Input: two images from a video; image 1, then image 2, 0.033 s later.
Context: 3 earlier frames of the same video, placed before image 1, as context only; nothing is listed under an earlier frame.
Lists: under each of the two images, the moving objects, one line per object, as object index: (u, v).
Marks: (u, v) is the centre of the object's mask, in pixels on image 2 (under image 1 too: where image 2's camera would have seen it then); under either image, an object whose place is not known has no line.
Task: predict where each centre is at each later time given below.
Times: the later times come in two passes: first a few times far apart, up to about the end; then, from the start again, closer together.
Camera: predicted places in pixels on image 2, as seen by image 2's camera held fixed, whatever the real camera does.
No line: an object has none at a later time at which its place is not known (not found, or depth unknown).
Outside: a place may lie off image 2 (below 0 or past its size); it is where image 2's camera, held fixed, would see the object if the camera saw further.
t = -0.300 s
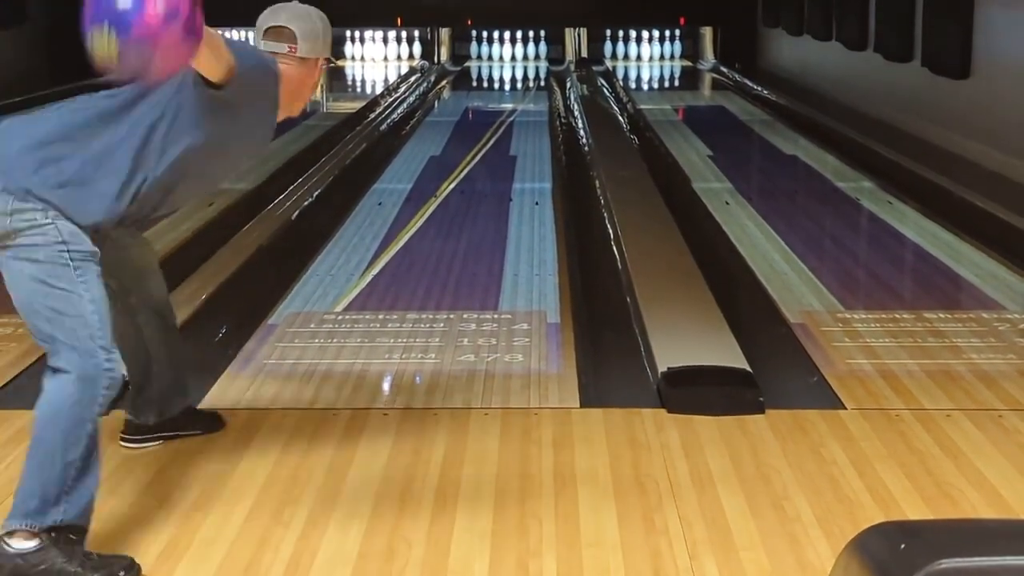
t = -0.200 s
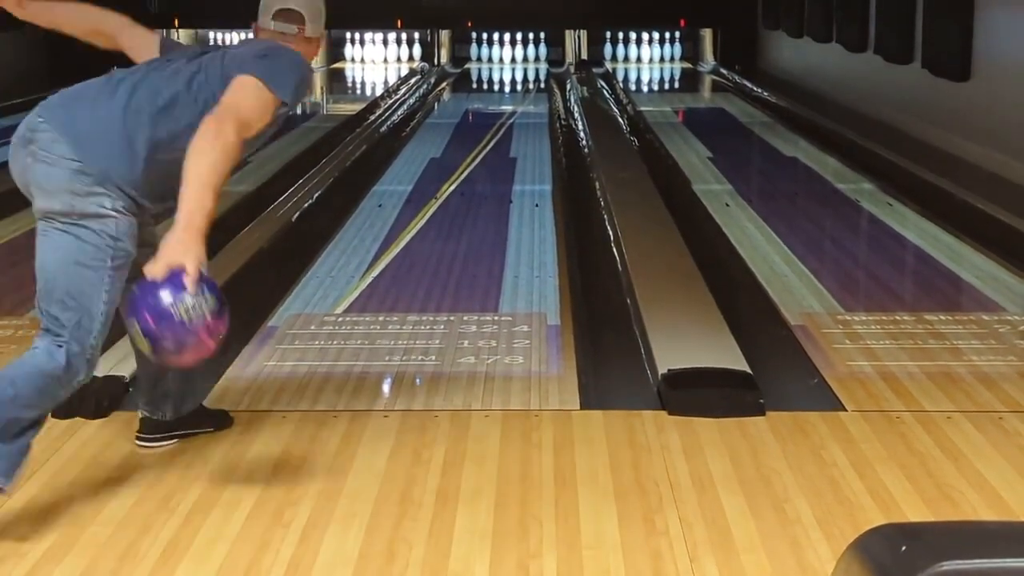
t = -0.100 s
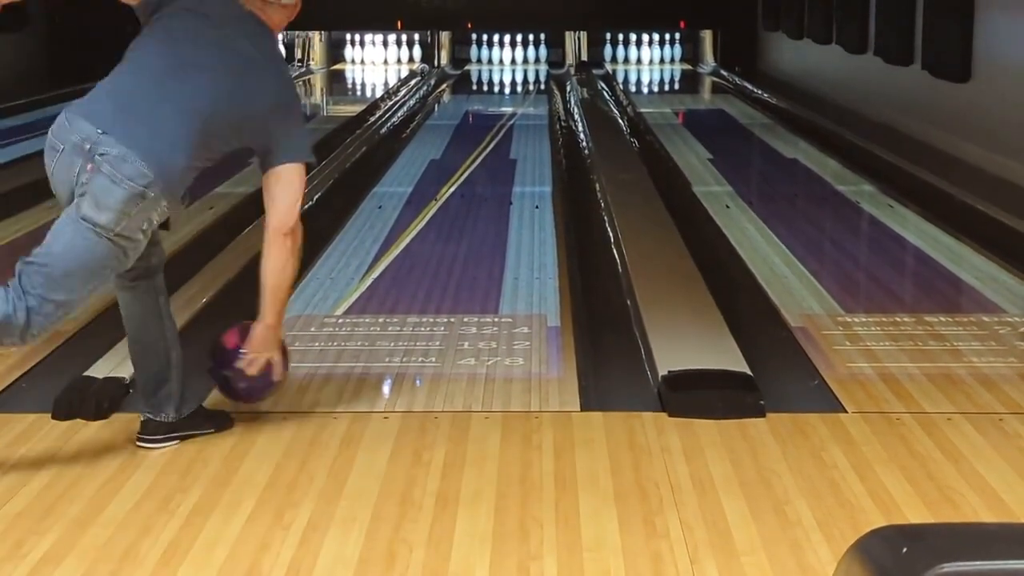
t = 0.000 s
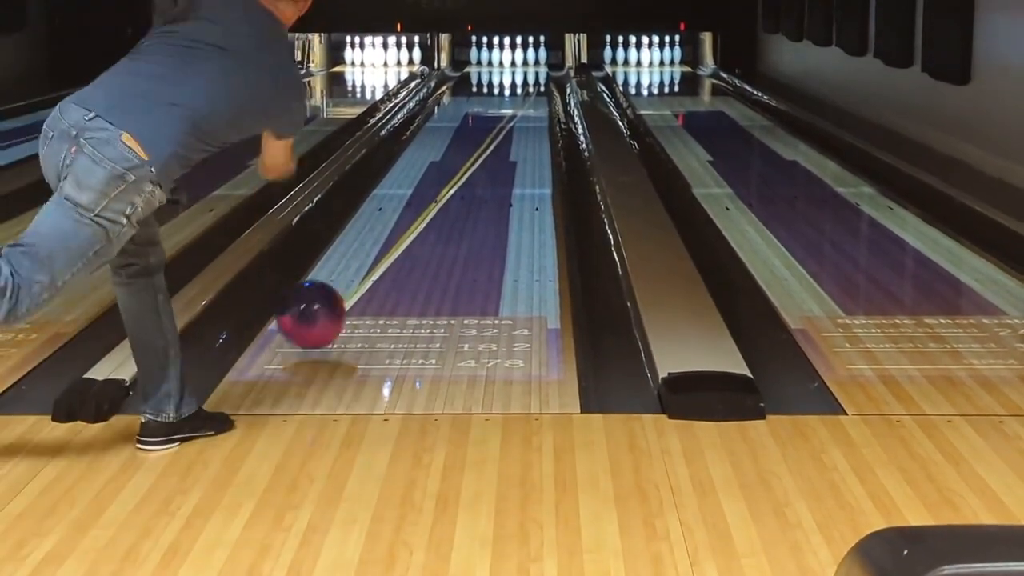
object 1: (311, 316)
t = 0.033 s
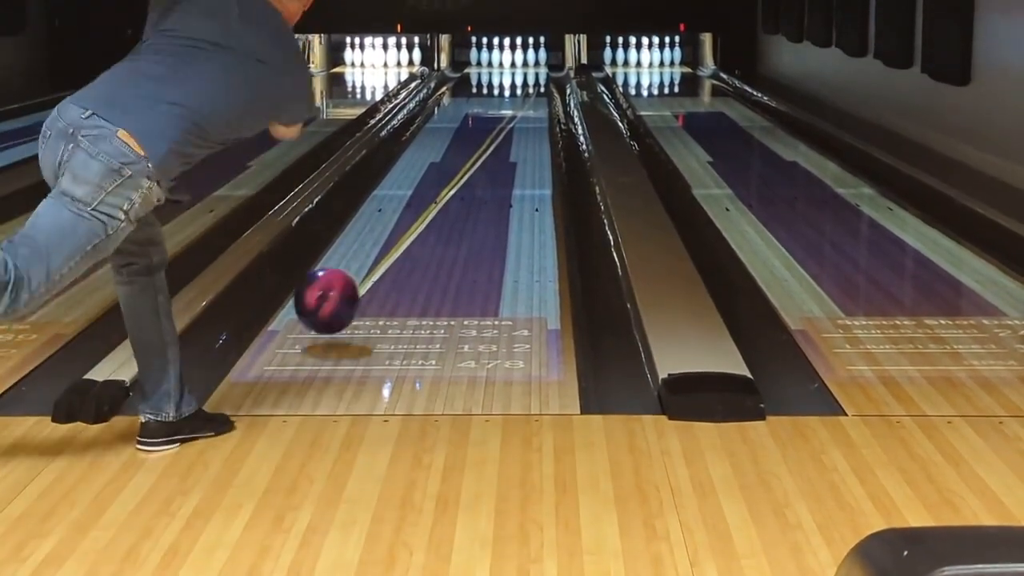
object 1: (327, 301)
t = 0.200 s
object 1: (387, 251)
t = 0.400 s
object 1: (435, 201)
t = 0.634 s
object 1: (472, 163)
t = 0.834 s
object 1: (494, 139)
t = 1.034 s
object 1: (510, 119)
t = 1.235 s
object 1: (522, 105)
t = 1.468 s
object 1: (531, 91)
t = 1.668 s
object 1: (533, 82)
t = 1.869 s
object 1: (531, 74)
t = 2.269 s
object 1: (513, 62)
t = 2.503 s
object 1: (506, 57)
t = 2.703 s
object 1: (501, 57)
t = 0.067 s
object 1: (341, 290)
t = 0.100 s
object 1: (355, 284)
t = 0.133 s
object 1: (366, 271)
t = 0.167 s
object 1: (377, 261)
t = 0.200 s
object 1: (387, 251)
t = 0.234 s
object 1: (397, 241)
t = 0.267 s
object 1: (406, 232)
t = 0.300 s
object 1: (414, 223)
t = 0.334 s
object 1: (422, 215)
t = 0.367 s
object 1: (429, 208)
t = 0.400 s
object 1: (435, 201)
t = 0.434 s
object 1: (441, 194)
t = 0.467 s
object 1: (447, 188)
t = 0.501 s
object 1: (454, 182)
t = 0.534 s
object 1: (458, 176)
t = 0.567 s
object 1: (463, 171)
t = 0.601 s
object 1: (468, 167)
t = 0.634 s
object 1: (472, 163)
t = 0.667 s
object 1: (476, 158)
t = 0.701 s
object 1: (480, 154)
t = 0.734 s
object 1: (484, 149)
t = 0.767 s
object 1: (487, 145)
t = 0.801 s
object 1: (490, 142)
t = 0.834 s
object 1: (494, 139)
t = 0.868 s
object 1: (498, 137)
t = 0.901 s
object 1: (500, 131)
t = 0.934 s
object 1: (503, 128)
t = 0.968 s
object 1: (505, 125)
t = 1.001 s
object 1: (507, 122)
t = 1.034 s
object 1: (510, 119)
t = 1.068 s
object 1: (512, 116)
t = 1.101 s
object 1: (514, 114)
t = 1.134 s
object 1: (516, 111)
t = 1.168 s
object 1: (518, 109)
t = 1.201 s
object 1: (520, 107)
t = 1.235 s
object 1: (522, 105)
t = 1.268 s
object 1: (523, 103)
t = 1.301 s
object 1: (525, 100)
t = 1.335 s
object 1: (526, 99)
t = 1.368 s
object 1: (527, 96)
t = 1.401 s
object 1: (529, 94)
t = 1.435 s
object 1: (530, 93)
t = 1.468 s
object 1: (531, 91)
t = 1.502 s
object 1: (532, 89)
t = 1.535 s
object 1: (533, 88)
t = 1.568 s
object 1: (533, 86)
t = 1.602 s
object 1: (533, 85)
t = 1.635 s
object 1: (533, 85)
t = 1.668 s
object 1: (533, 82)
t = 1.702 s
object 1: (533, 81)
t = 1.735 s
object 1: (533, 79)
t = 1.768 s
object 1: (533, 78)
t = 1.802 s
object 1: (532, 77)
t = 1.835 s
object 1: (531, 75)
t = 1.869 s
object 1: (531, 74)
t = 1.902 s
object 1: (530, 74)
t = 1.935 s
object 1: (530, 73)
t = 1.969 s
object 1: (529, 71)
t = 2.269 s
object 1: (513, 62)
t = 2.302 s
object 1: (512, 61)
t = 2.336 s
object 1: (511, 60)
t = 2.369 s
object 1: (511, 60)
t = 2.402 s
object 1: (509, 59)
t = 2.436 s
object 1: (509, 59)
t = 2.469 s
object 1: (506, 58)
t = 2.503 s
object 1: (506, 57)
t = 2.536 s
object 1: (504, 57)
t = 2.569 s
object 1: (505, 57)
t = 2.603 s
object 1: (503, 58)
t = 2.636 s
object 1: (501, 56)
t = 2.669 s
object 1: (500, 57)
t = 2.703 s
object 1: (501, 57)
